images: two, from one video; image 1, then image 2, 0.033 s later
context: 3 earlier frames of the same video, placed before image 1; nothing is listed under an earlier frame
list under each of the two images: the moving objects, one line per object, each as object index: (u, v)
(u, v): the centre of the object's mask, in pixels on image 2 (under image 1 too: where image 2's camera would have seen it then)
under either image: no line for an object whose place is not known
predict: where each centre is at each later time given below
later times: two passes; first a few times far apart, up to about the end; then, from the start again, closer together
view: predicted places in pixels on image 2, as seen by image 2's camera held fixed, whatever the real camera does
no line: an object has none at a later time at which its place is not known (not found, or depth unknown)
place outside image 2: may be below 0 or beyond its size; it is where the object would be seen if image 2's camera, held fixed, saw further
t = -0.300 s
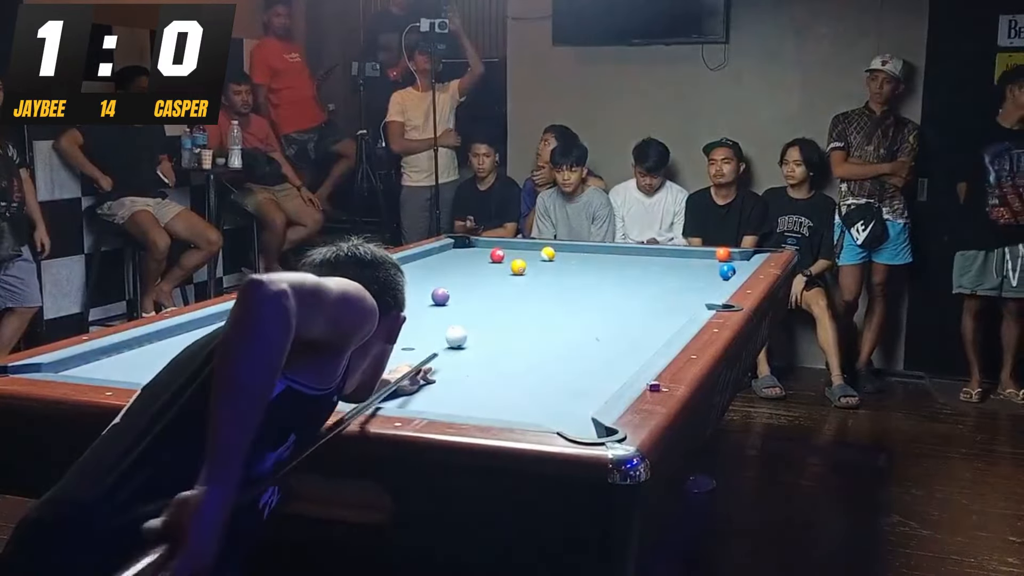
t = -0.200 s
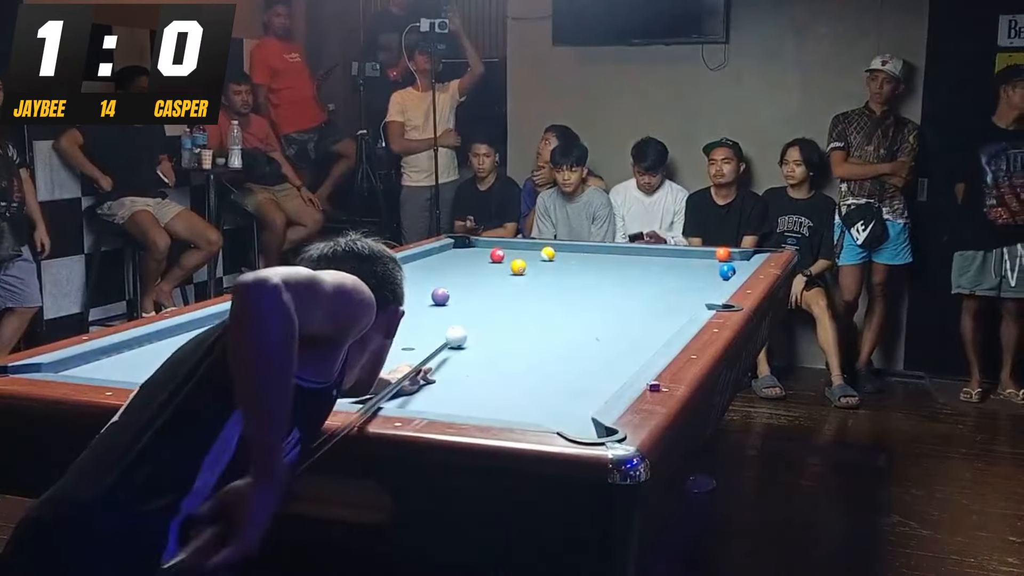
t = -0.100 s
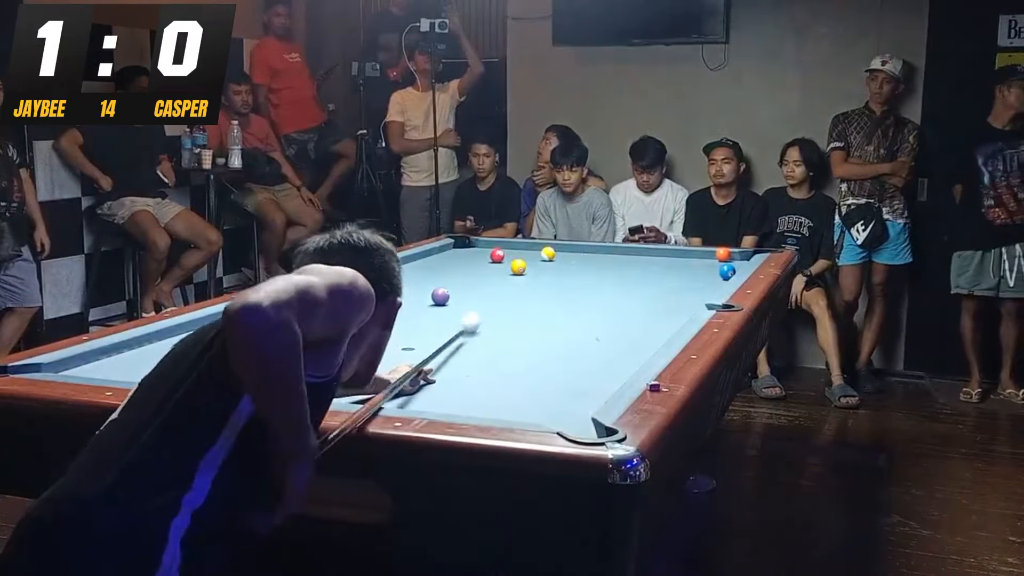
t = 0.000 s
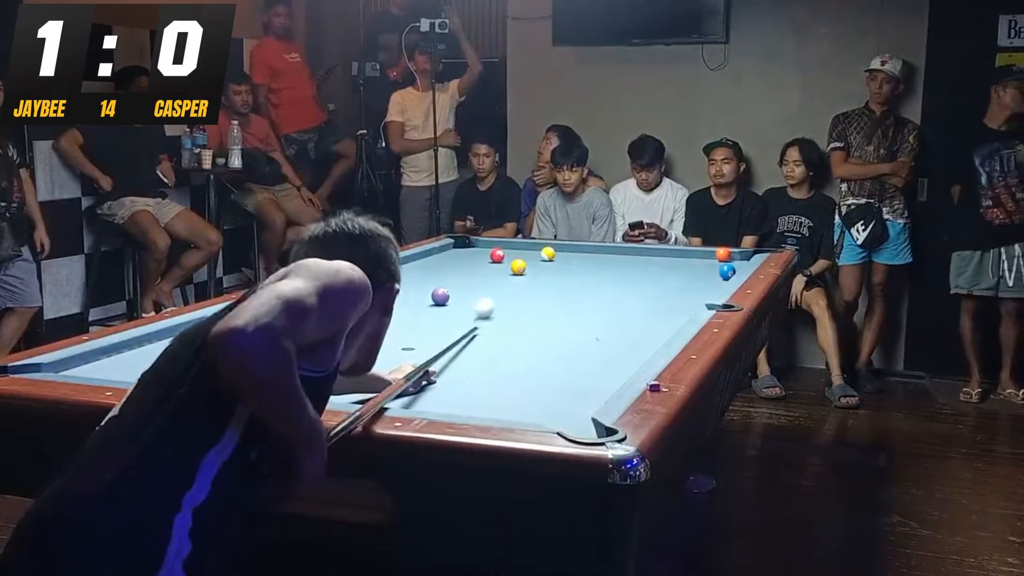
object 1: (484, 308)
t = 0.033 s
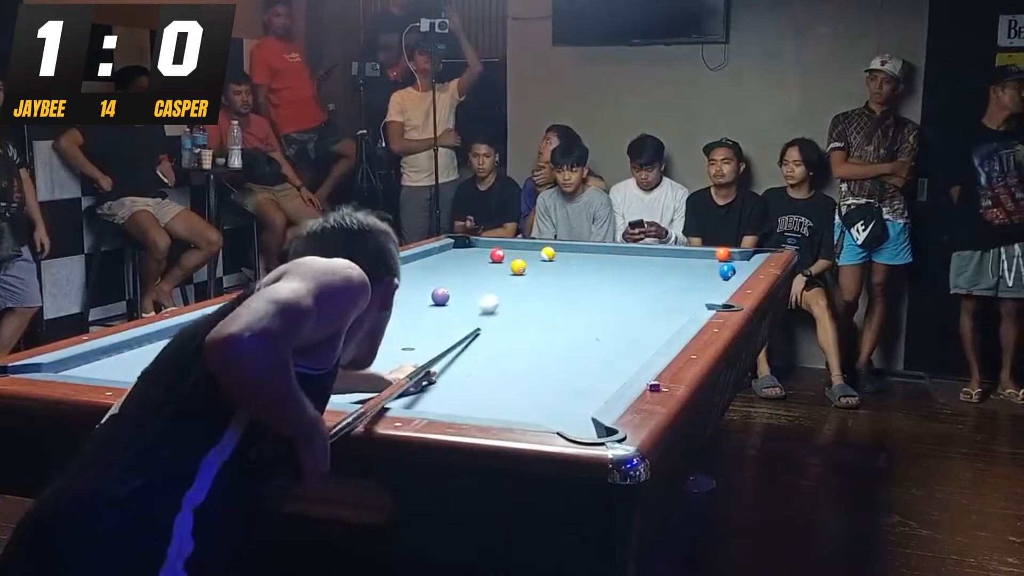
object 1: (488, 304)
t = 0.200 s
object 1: (507, 286)
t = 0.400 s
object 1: (529, 269)
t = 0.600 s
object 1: (570, 264)
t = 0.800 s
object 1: (605, 259)
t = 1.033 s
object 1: (643, 253)
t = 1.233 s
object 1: (659, 252)
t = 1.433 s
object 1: (666, 256)
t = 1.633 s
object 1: (673, 260)
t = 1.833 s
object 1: (679, 264)
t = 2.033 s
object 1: (685, 267)
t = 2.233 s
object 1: (692, 271)
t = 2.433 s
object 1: (698, 275)
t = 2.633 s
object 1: (705, 278)
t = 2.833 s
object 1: (711, 282)
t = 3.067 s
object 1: (716, 285)
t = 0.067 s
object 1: (493, 300)
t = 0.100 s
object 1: (496, 296)
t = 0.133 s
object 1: (500, 292)
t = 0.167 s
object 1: (504, 289)
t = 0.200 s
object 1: (507, 286)
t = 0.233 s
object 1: (511, 282)
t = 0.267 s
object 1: (514, 279)
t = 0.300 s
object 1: (517, 276)
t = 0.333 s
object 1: (520, 273)
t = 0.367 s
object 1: (523, 270)
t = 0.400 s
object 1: (529, 269)
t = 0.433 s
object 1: (537, 269)
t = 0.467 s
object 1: (545, 268)
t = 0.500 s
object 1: (551, 267)
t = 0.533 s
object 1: (558, 266)
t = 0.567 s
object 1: (564, 265)
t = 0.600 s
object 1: (570, 264)
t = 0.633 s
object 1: (576, 263)
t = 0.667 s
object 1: (582, 263)
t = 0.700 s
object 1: (587, 261)
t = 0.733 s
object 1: (593, 261)
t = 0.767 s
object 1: (599, 260)
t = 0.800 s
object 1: (605, 259)
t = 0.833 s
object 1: (610, 258)
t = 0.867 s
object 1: (616, 257)
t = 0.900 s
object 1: (621, 256)
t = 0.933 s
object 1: (626, 256)
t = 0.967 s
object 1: (632, 255)
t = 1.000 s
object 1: (637, 254)
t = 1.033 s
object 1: (643, 253)
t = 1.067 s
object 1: (647, 252)
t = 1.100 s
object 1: (651, 252)
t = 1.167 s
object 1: (657, 251)
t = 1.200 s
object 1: (658, 252)
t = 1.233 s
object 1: (659, 252)
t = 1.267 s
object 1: (661, 253)
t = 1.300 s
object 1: (661, 253)
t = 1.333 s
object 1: (663, 254)
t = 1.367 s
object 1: (664, 255)
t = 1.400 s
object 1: (665, 255)
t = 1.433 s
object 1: (666, 256)
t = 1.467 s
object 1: (667, 257)
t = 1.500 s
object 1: (668, 257)
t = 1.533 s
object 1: (669, 258)
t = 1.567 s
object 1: (670, 258)
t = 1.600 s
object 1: (672, 259)
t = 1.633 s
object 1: (673, 260)
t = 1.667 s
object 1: (674, 260)
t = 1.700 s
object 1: (675, 261)
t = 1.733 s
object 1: (676, 262)
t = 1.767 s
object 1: (677, 262)
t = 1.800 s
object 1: (678, 263)
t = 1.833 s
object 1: (679, 264)
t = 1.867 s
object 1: (680, 264)
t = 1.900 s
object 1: (681, 265)
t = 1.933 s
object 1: (682, 265)
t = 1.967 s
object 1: (683, 266)
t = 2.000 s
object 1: (685, 267)
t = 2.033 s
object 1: (685, 267)
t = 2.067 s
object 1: (687, 268)
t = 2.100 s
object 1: (688, 269)
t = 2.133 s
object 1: (689, 269)
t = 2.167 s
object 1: (690, 270)
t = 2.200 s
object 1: (691, 270)
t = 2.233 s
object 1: (692, 271)
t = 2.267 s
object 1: (693, 271)
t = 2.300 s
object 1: (694, 272)
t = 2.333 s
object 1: (695, 273)
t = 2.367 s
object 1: (696, 273)
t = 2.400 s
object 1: (697, 274)
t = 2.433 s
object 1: (698, 275)
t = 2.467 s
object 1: (699, 275)
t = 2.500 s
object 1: (700, 276)
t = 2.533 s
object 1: (701, 277)
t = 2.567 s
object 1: (702, 277)
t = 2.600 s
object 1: (704, 278)
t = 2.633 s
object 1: (705, 278)
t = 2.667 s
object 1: (706, 279)
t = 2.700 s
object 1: (707, 280)
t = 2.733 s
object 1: (708, 280)
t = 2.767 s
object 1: (709, 281)
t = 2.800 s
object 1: (710, 282)
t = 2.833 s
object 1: (711, 282)
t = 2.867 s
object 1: (712, 283)
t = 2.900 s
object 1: (713, 283)
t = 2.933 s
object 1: (714, 284)
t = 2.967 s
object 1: (715, 284)
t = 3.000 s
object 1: (715, 284)
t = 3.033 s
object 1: (716, 285)
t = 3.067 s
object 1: (716, 285)
